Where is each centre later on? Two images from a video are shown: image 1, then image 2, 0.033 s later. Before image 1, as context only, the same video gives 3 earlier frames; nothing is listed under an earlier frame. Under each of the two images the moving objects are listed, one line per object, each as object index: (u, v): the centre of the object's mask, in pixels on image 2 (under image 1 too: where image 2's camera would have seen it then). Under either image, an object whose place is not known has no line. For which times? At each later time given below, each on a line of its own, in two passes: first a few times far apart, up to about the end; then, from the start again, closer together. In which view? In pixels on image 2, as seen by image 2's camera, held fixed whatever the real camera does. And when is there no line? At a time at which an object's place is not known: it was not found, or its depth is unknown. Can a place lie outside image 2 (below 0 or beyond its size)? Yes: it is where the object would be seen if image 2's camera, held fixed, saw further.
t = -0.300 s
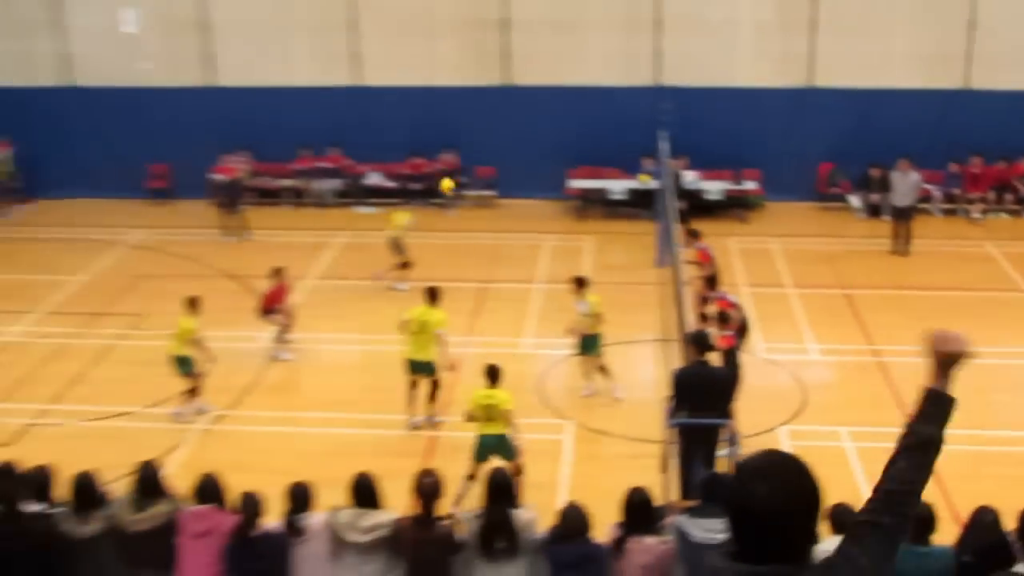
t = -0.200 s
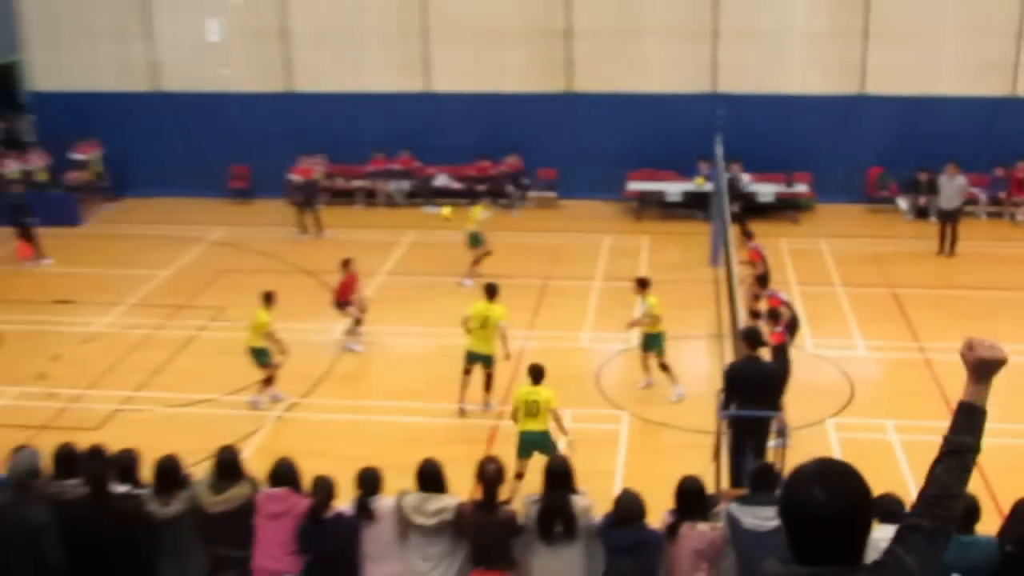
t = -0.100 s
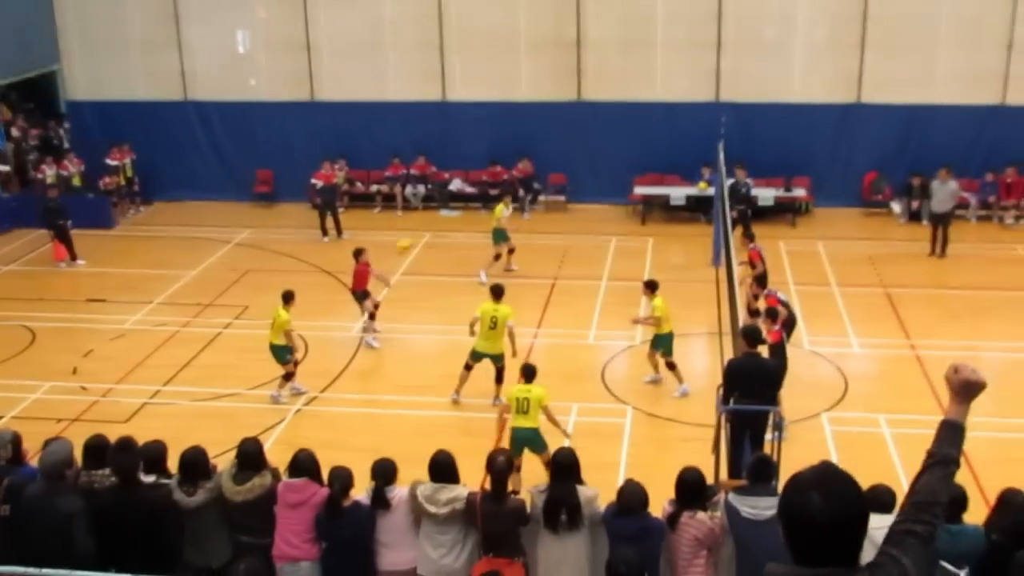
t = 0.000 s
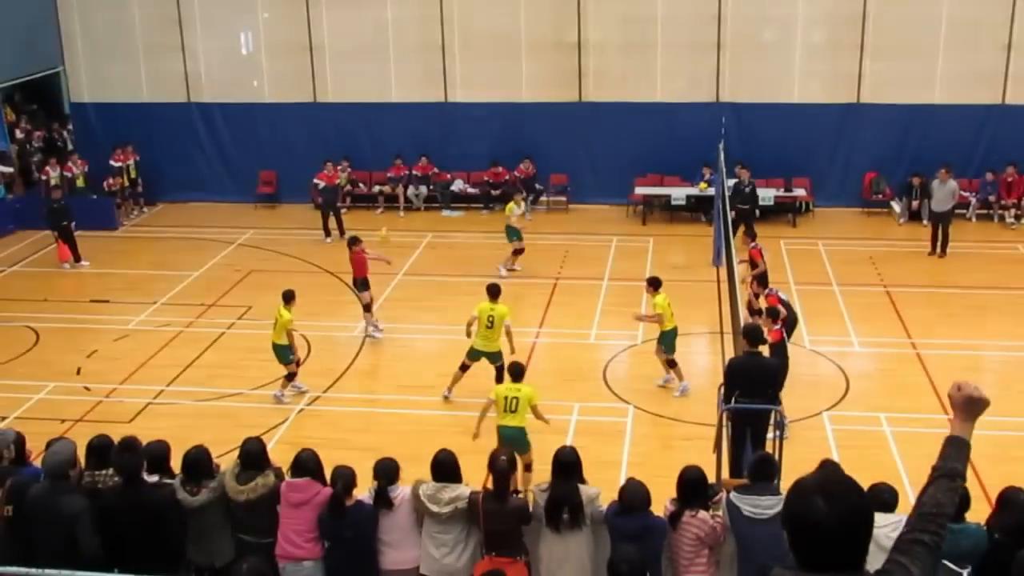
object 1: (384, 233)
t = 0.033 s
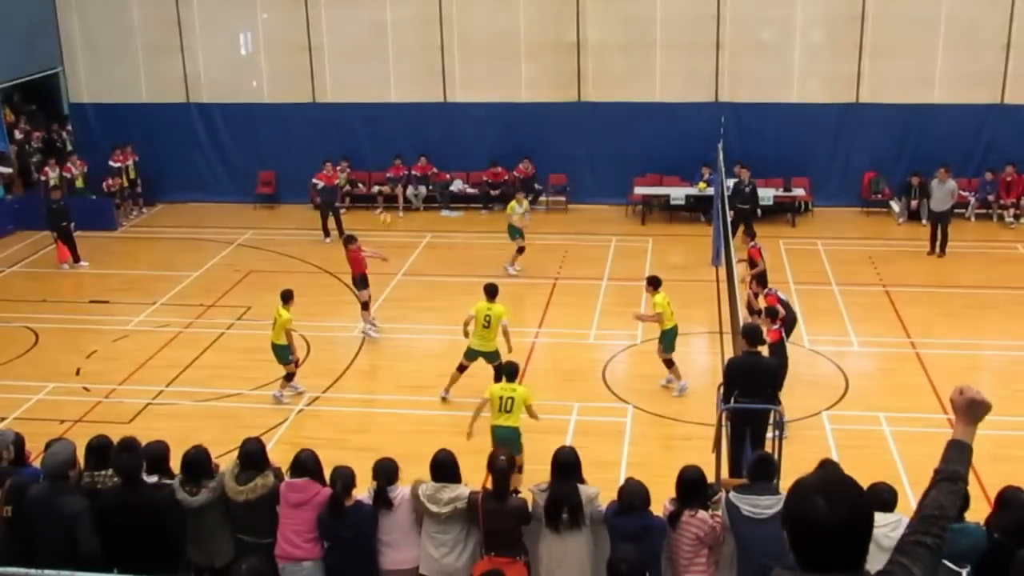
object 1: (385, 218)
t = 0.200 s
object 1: (396, 152)
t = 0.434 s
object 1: (407, 81)
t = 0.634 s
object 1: (418, 48)
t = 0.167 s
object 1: (394, 161)
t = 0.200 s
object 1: (396, 152)
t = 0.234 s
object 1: (397, 139)
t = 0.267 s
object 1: (398, 127)
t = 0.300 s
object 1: (400, 116)
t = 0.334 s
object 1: (401, 107)
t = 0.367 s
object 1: (403, 97)
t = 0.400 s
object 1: (405, 89)
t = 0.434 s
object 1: (407, 81)
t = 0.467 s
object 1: (408, 74)
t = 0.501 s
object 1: (410, 67)
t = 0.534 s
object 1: (412, 61)
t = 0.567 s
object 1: (414, 56)
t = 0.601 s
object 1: (416, 51)
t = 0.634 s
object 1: (418, 48)
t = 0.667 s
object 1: (420, 45)
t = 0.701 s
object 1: (423, 43)
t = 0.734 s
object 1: (425, 41)
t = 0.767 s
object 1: (427, 40)
